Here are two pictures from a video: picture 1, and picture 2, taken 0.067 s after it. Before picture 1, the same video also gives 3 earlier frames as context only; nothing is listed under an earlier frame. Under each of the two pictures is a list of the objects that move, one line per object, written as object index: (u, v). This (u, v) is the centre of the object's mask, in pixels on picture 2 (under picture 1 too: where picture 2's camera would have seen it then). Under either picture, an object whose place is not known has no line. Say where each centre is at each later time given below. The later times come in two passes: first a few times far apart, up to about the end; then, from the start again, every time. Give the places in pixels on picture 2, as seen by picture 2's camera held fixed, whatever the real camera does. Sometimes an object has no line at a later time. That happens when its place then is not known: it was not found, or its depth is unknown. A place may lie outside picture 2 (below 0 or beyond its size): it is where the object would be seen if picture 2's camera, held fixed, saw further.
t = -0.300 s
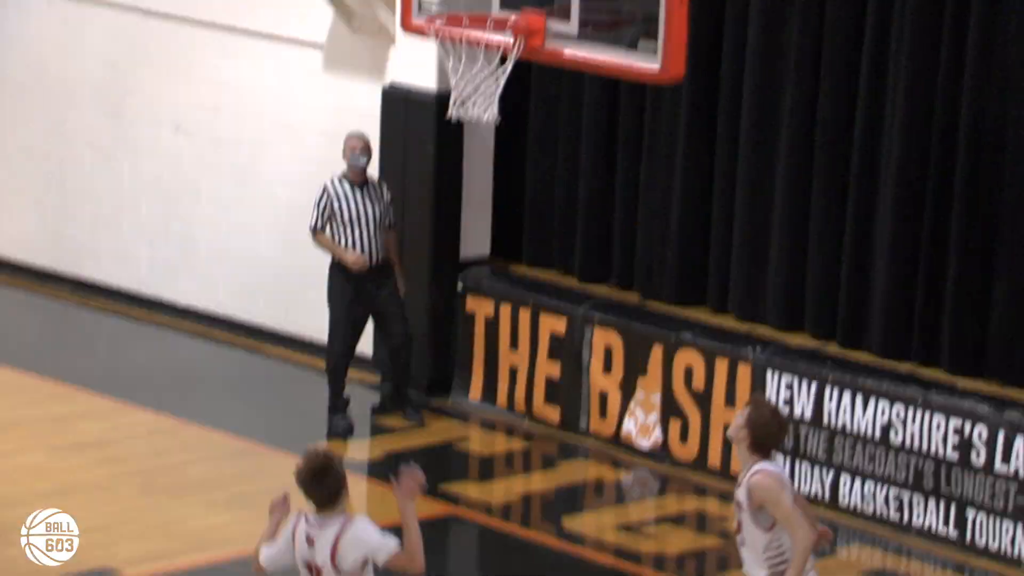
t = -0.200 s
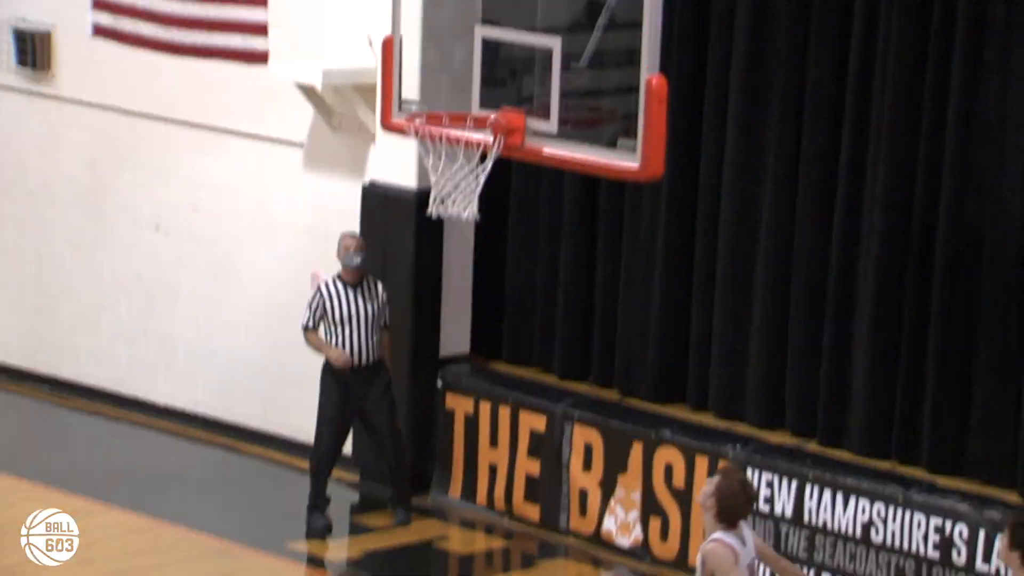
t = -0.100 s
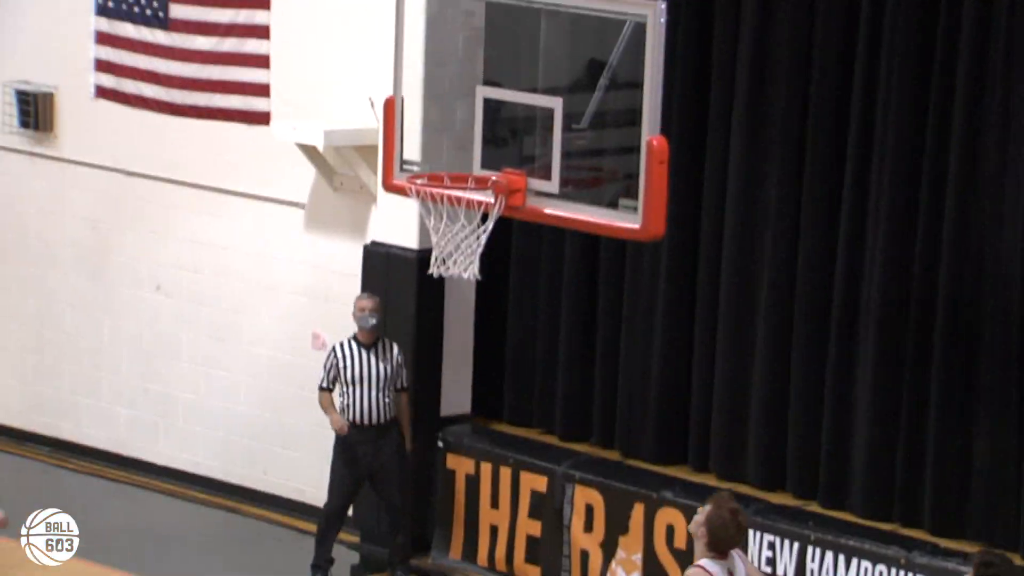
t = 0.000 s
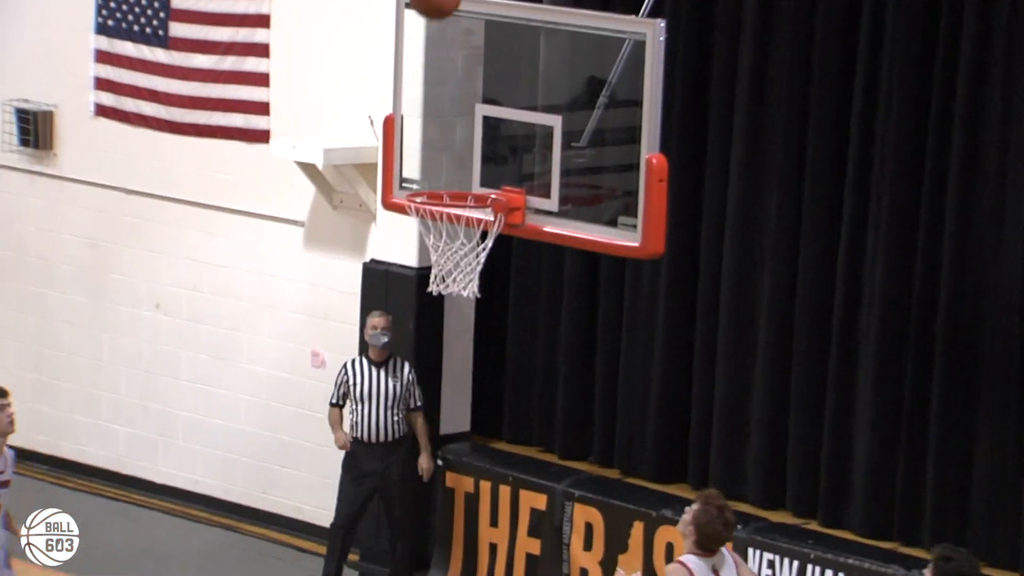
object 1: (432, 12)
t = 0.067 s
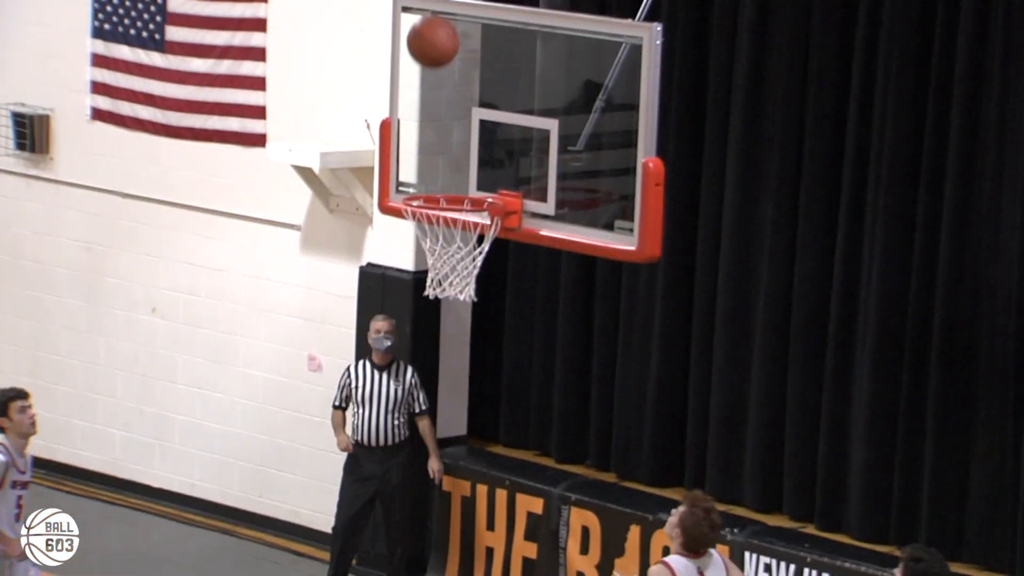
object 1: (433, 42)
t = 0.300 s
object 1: (480, 166)
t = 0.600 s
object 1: (601, 176)
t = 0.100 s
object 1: (434, 67)
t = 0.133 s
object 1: (434, 94)
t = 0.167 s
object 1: (434, 122)
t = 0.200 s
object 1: (433, 152)
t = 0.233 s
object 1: (433, 182)
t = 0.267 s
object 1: (456, 175)
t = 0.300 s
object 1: (480, 166)
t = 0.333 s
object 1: (503, 160)
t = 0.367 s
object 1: (526, 156)
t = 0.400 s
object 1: (550, 154)
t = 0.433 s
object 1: (567, 153)
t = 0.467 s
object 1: (574, 153)
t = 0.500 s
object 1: (581, 155)
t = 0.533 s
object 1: (587, 160)
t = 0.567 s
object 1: (594, 167)
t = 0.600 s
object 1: (601, 176)
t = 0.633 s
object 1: (607, 188)
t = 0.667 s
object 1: (613, 202)
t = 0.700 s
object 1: (620, 218)
